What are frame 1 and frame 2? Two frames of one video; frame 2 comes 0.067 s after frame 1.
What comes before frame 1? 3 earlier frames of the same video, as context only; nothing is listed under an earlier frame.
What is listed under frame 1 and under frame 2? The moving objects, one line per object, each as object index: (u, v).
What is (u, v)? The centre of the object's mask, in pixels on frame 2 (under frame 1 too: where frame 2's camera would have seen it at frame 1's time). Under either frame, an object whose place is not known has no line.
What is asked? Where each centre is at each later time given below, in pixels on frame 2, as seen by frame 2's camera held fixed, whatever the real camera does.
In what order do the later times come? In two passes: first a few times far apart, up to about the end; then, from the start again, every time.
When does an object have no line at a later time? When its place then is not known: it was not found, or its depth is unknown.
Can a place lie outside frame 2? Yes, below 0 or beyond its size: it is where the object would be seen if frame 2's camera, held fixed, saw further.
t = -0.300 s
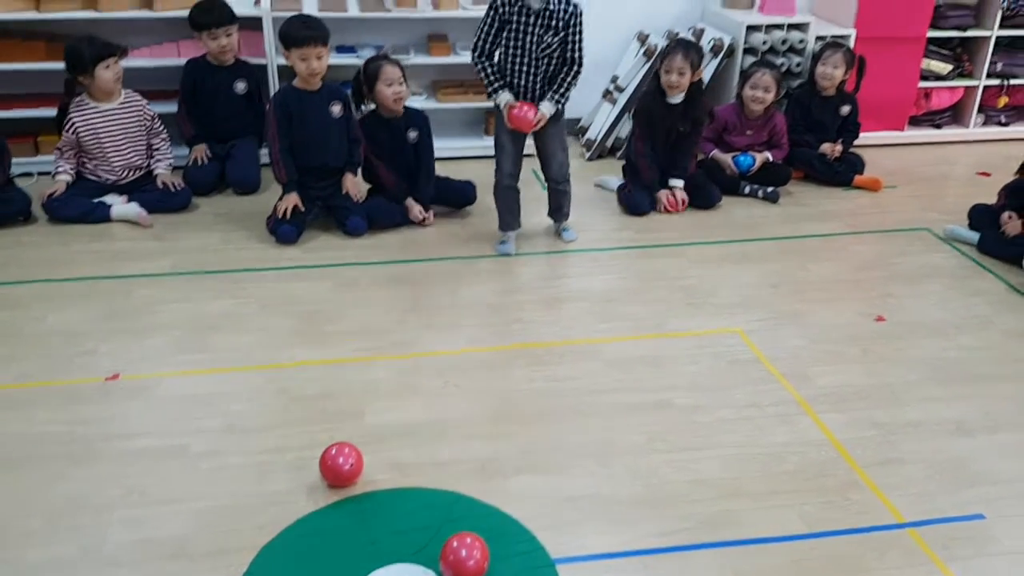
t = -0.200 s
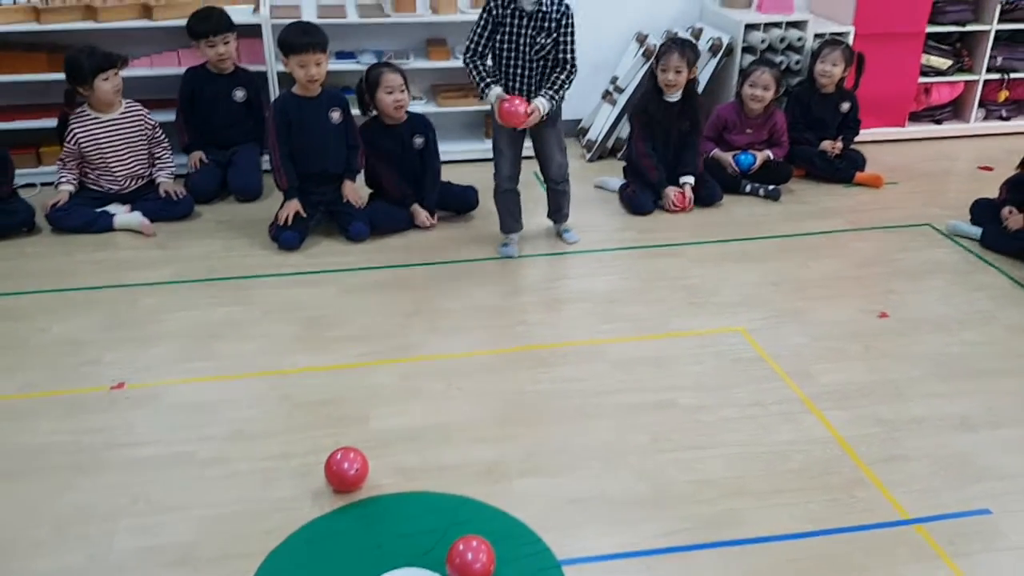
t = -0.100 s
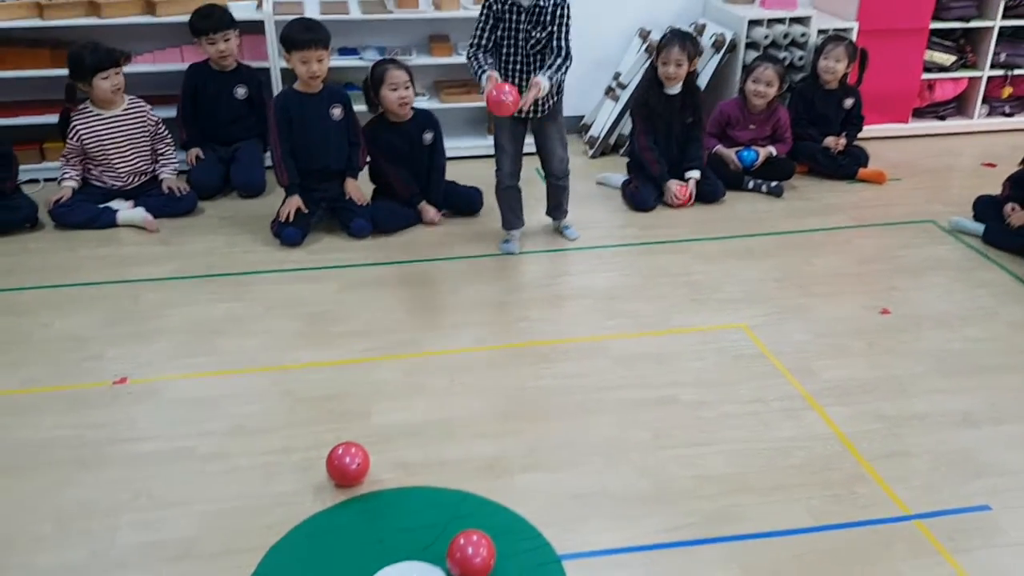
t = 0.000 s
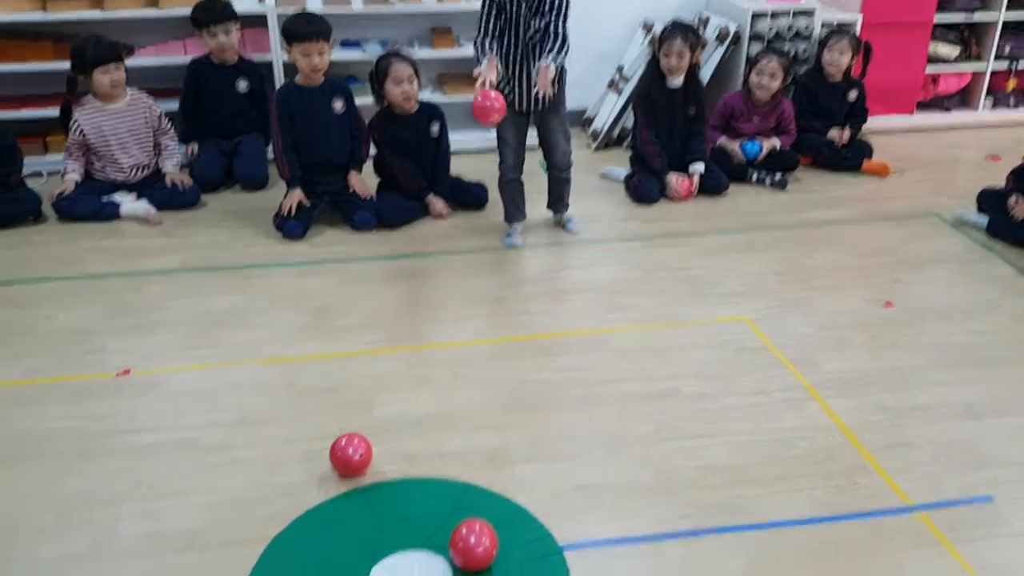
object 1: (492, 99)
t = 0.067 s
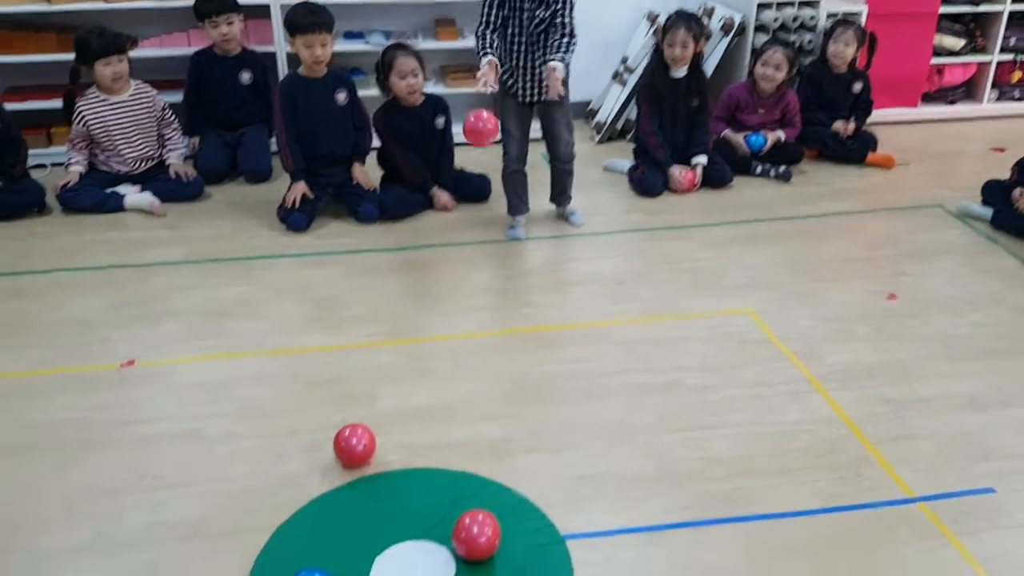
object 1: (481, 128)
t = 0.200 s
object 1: (458, 235)
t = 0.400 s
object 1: (415, 379)
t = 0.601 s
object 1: (378, 423)
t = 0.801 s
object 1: (367, 424)
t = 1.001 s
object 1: (369, 423)
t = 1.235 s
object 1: (370, 423)
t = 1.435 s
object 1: (370, 423)
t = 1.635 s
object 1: (370, 423)
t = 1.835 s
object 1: (370, 423)
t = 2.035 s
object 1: (370, 423)
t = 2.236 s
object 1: (370, 422)
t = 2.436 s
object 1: (370, 422)
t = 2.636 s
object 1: (370, 422)
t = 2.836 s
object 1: (370, 422)
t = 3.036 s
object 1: (370, 422)
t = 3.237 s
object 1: (370, 422)
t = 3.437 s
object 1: (370, 422)
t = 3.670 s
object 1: (369, 422)
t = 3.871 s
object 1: (369, 422)
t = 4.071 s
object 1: (370, 422)
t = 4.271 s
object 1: (370, 423)
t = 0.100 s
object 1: (475, 149)
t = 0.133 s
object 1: (470, 175)
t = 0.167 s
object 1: (464, 202)
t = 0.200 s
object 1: (458, 235)
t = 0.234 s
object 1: (451, 272)
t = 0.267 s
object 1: (445, 315)
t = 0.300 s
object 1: (438, 366)
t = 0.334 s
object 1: (429, 379)
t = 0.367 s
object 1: (421, 377)
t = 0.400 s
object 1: (415, 379)
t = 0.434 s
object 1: (409, 384)
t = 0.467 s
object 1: (403, 391)
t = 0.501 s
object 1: (397, 403)
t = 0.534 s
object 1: (391, 414)
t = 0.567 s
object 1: (384, 418)
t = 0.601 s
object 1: (378, 423)
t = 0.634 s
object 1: (374, 422)
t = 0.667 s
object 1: (373, 421)
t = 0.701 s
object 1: (372, 424)
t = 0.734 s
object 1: (369, 424)
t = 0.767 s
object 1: (368, 424)
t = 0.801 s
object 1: (367, 424)
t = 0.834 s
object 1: (367, 423)
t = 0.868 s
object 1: (367, 423)
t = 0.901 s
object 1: (367, 424)
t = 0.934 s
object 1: (368, 423)
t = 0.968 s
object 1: (368, 424)
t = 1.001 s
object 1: (369, 423)
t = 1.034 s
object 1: (369, 423)
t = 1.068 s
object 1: (370, 423)
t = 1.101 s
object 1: (370, 423)
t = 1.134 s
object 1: (370, 423)
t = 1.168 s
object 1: (370, 423)
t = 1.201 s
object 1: (370, 424)
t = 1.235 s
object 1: (370, 423)
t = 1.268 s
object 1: (370, 423)
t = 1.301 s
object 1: (370, 423)
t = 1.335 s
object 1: (370, 423)
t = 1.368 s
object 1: (369, 423)
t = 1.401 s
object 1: (369, 423)
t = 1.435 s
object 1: (370, 423)
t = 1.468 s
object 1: (370, 423)
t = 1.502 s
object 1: (370, 423)
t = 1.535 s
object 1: (370, 423)
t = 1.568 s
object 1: (370, 423)
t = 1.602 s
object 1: (370, 423)
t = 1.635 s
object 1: (370, 423)
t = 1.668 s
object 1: (370, 423)
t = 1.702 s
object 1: (370, 423)
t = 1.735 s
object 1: (370, 423)
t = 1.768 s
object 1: (370, 423)
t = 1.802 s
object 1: (370, 423)
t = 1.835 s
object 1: (370, 423)
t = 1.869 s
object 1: (370, 423)
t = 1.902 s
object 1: (371, 423)
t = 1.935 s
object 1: (370, 423)
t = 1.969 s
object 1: (370, 423)
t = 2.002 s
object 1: (370, 423)
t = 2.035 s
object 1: (370, 423)
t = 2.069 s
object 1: (370, 423)
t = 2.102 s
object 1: (370, 423)
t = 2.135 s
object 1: (370, 423)
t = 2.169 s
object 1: (370, 423)
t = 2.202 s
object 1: (370, 422)
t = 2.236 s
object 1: (370, 422)
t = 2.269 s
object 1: (370, 422)
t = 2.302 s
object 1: (370, 422)
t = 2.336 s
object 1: (370, 422)
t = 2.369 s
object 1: (370, 422)
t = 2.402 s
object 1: (370, 422)
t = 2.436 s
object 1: (370, 422)
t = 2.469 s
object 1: (370, 422)
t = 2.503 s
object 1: (370, 422)
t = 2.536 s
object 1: (370, 422)
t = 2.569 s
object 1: (370, 422)
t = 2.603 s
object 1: (370, 422)
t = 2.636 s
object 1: (370, 422)
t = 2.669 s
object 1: (370, 422)
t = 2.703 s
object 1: (370, 422)
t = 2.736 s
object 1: (370, 422)
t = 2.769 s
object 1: (370, 422)
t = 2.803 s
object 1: (370, 421)
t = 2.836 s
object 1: (370, 422)
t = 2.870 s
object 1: (370, 422)
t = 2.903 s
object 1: (370, 422)
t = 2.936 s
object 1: (370, 422)
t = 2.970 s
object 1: (370, 422)
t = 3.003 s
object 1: (370, 422)
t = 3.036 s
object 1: (370, 422)
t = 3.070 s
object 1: (370, 422)
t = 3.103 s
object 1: (370, 422)
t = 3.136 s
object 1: (370, 422)
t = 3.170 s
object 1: (370, 422)
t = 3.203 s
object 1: (370, 422)
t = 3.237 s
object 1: (370, 422)
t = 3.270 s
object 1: (370, 422)
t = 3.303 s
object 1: (370, 422)
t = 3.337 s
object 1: (370, 422)
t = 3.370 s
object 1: (370, 422)
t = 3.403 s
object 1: (370, 422)
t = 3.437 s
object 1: (370, 422)
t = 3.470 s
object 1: (370, 422)
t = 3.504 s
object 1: (370, 422)
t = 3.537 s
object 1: (370, 422)
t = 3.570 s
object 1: (370, 422)
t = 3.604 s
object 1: (369, 422)
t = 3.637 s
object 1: (369, 422)
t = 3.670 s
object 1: (369, 422)
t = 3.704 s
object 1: (369, 422)
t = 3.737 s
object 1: (369, 422)
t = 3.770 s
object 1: (369, 422)
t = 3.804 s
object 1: (369, 422)
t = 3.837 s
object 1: (369, 422)
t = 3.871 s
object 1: (369, 422)
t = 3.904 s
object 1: (369, 422)
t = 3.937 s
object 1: (369, 422)
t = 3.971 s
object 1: (370, 422)
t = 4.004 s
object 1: (370, 422)
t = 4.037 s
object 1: (370, 422)
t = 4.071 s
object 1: (370, 422)
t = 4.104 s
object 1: (370, 422)
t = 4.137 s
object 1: (370, 422)
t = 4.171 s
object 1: (370, 422)
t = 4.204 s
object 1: (370, 423)
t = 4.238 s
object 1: (370, 423)
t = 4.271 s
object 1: (370, 423)
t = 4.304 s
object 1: (370, 423)
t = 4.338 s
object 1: (370, 423)
